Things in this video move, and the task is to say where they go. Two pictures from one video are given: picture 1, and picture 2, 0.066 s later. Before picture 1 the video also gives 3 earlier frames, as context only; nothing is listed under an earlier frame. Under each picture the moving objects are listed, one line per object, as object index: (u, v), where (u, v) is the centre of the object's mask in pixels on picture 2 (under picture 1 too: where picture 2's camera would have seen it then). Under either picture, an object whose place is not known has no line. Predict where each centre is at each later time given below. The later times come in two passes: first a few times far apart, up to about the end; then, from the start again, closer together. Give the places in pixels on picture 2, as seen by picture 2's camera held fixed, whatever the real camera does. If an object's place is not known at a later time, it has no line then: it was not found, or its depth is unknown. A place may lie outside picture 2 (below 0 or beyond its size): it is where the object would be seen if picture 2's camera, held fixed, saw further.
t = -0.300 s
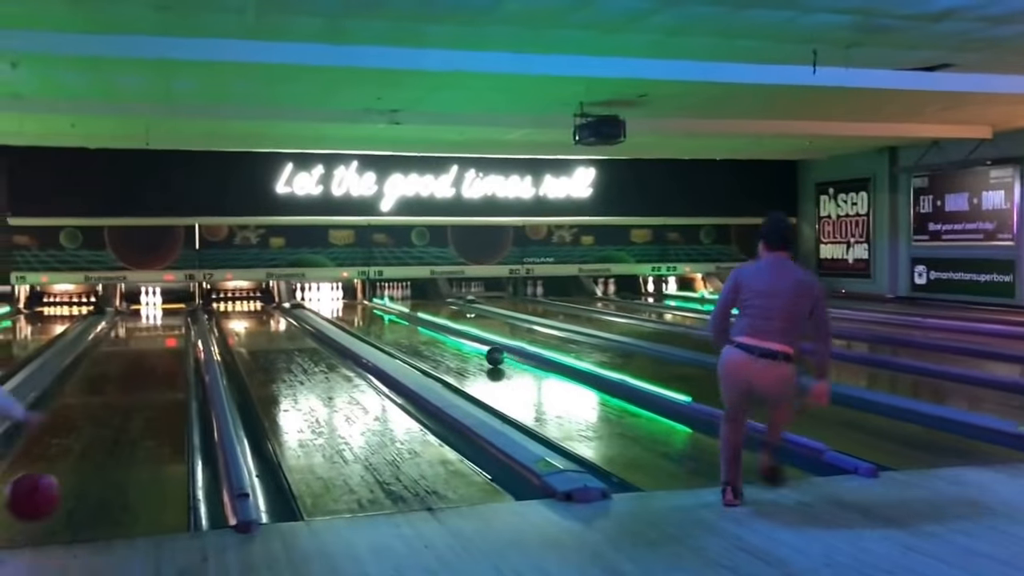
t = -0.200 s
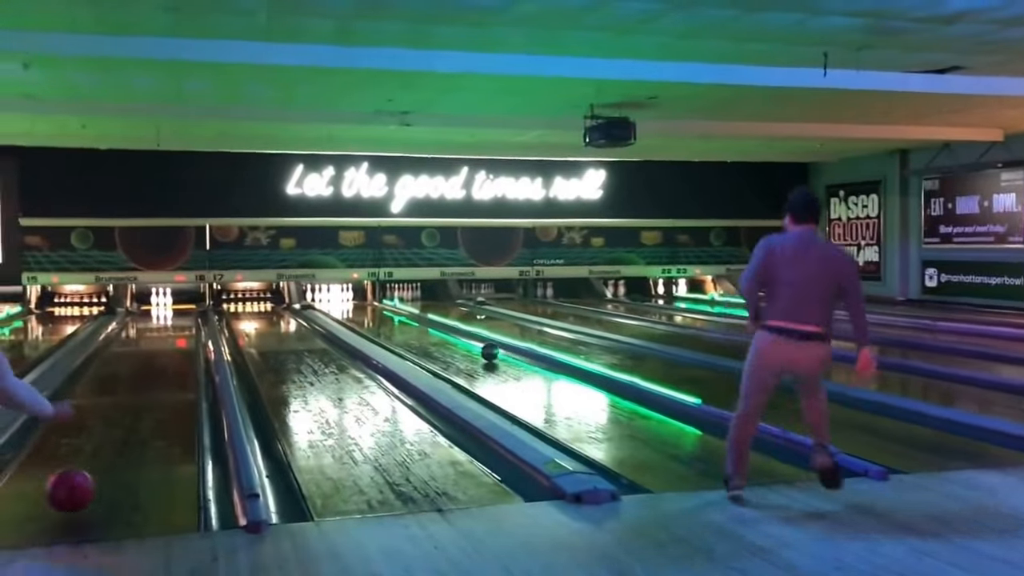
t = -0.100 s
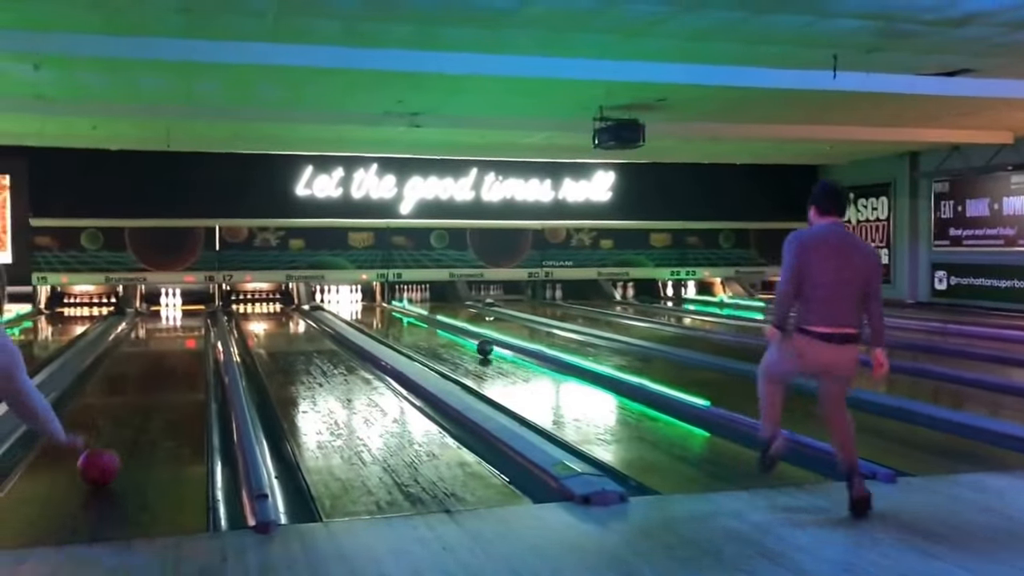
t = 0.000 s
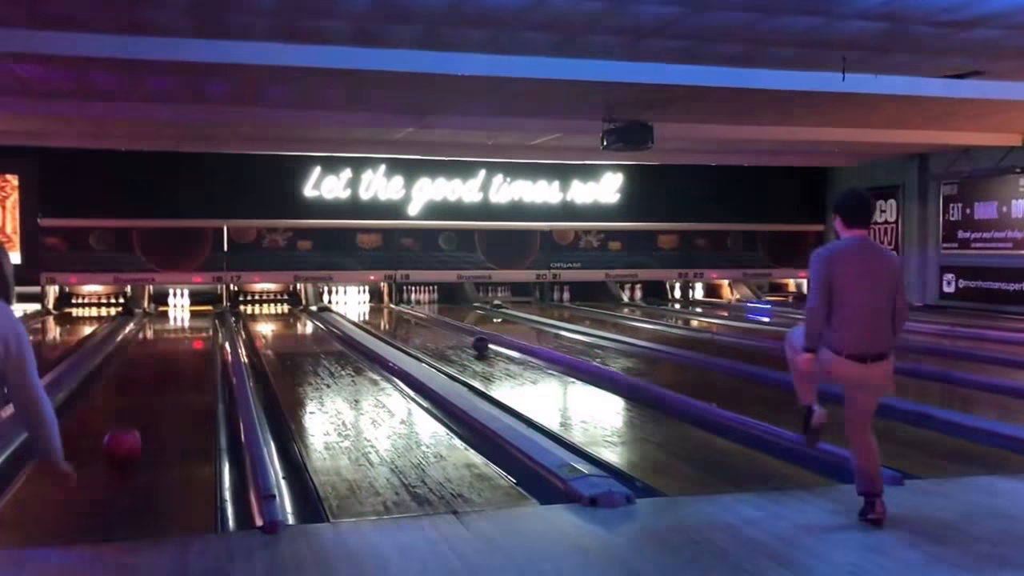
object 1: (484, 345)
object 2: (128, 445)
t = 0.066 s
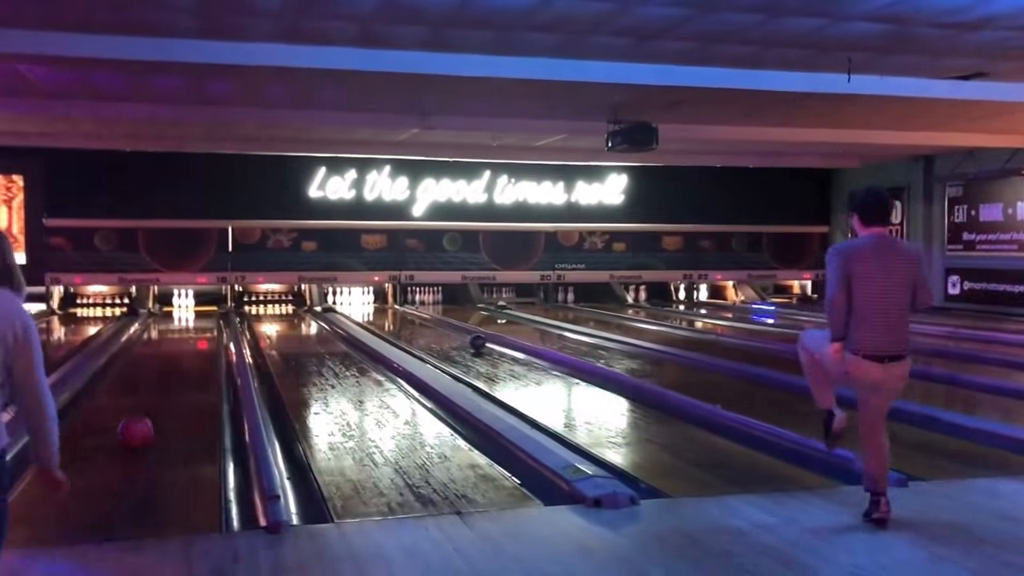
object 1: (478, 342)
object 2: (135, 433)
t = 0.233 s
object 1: (461, 336)
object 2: (154, 407)
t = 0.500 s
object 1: (442, 326)
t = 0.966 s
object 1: (408, 313)
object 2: (191, 350)
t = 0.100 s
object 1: (474, 341)
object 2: (140, 426)
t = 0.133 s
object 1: (470, 340)
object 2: (143, 421)
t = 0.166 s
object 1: (467, 338)
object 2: (147, 417)
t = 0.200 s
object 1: (464, 337)
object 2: (150, 413)
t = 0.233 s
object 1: (461, 336)
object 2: (154, 407)
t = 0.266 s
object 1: (459, 335)
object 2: (155, 403)
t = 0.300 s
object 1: (456, 334)
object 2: (158, 401)
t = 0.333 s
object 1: (453, 332)
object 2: (160, 396)
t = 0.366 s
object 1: (451, 330)
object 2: (162, 392)
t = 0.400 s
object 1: (448, 329)
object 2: (164, 388)
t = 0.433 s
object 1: (446, 328)
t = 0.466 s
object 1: (444, 327)
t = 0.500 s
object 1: (442, 326)
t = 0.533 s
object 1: (439, 324)
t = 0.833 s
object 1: (421, 317)
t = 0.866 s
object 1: (418, 316)
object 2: (189, 354)
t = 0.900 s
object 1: (414, 315)
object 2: (190, 353)
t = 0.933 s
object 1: (411, 314)
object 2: (191, 352)
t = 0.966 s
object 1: (408, 313)
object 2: (191, 350)
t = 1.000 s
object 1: (405, 311)
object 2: (191, 348)
